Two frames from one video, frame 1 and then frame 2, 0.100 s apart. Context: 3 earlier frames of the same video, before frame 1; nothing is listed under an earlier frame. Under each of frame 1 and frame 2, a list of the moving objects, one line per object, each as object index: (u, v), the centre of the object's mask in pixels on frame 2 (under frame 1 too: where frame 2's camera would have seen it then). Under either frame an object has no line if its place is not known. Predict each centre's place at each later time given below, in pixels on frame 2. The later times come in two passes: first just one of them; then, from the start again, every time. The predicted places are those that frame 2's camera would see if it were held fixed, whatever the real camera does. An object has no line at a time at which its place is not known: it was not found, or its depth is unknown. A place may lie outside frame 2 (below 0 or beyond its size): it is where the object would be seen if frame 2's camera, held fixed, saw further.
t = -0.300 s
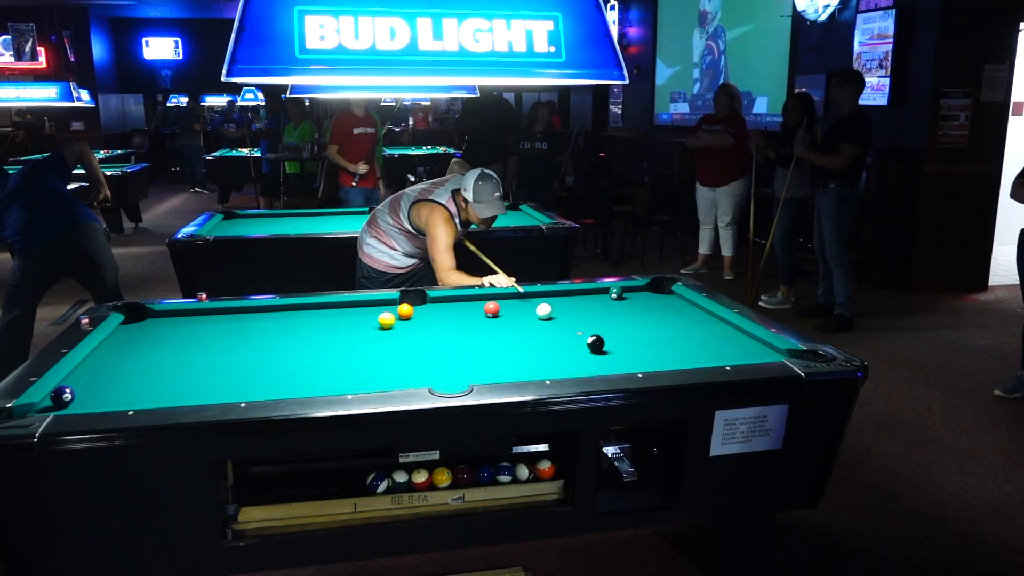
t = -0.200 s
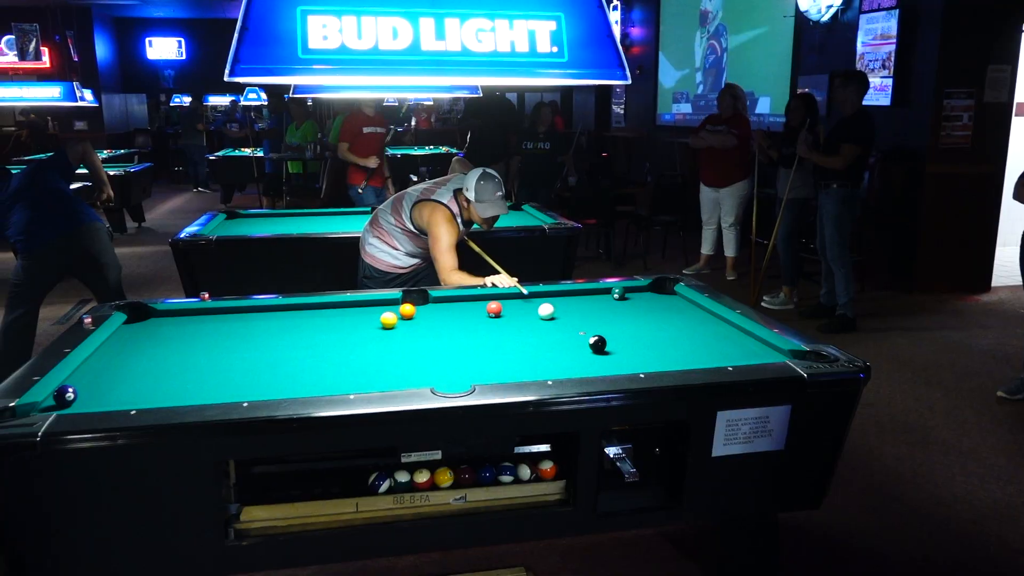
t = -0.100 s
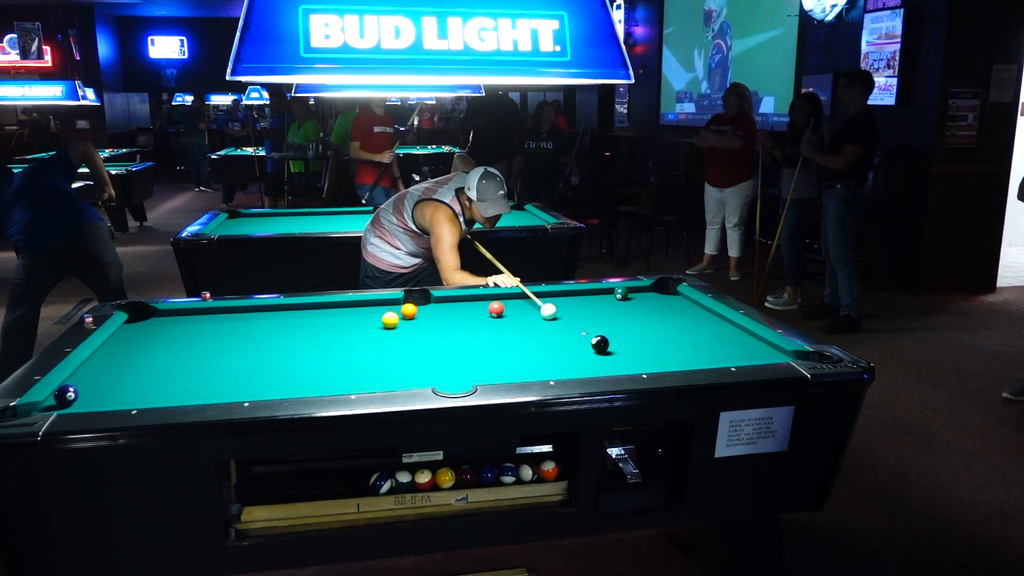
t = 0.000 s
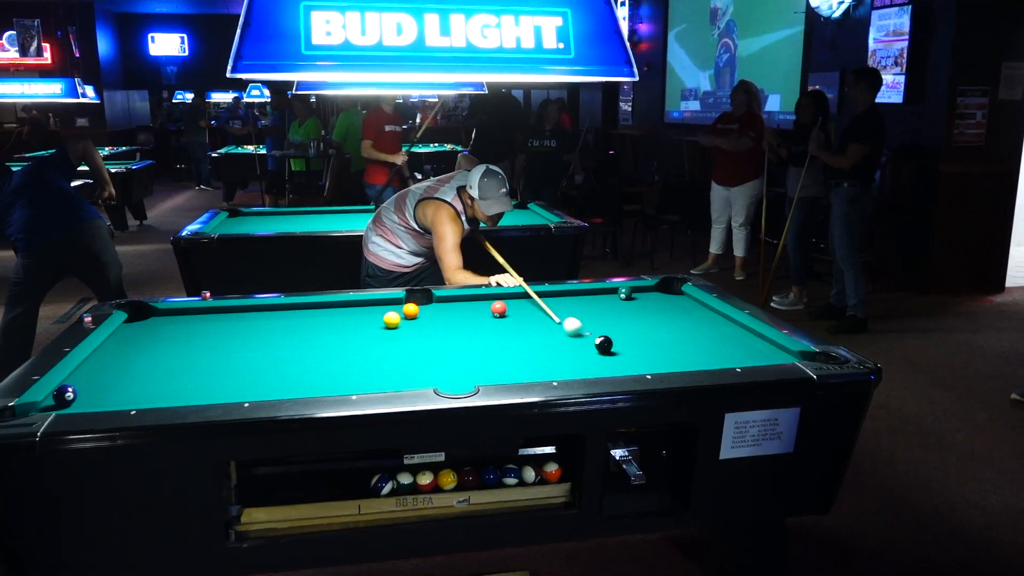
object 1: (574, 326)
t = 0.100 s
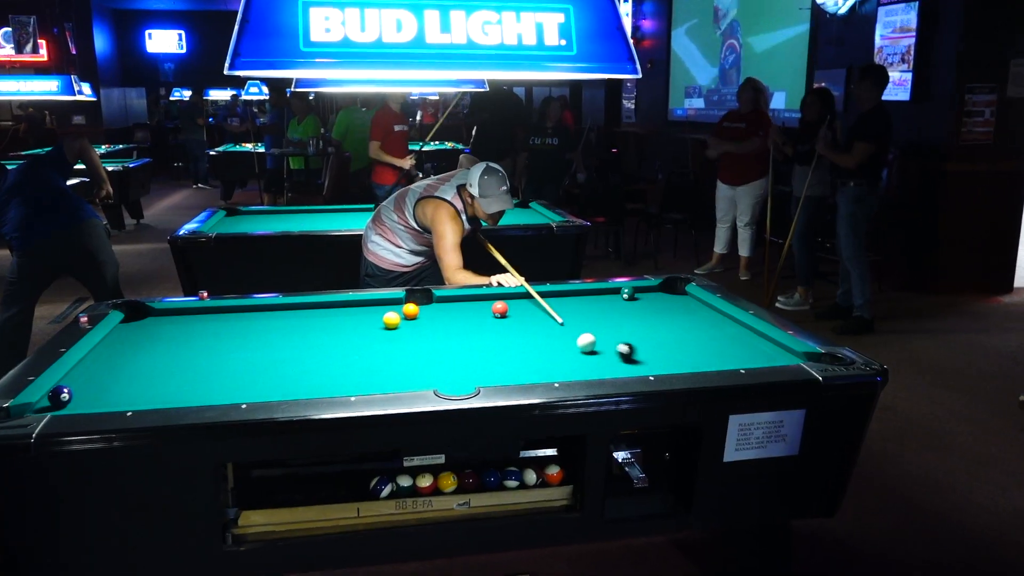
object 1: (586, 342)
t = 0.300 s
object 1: (562, 354)
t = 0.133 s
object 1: (582, 344)
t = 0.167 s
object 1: (578, 346)
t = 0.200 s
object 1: (574, 348)
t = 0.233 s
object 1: (570, 350)
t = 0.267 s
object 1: (566, 352)
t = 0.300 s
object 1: (562, 354)
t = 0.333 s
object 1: (558, 355)
